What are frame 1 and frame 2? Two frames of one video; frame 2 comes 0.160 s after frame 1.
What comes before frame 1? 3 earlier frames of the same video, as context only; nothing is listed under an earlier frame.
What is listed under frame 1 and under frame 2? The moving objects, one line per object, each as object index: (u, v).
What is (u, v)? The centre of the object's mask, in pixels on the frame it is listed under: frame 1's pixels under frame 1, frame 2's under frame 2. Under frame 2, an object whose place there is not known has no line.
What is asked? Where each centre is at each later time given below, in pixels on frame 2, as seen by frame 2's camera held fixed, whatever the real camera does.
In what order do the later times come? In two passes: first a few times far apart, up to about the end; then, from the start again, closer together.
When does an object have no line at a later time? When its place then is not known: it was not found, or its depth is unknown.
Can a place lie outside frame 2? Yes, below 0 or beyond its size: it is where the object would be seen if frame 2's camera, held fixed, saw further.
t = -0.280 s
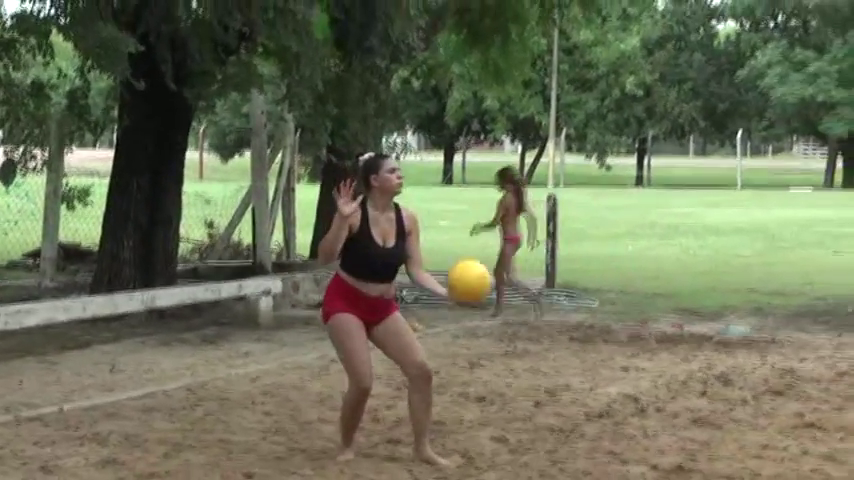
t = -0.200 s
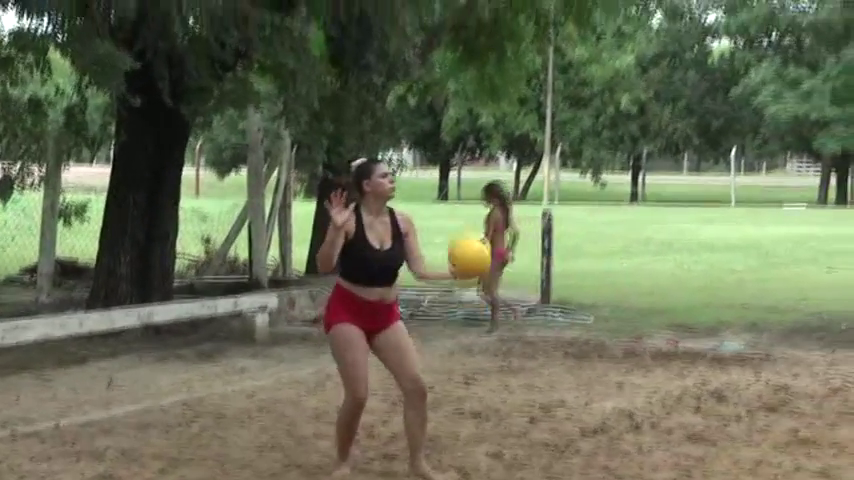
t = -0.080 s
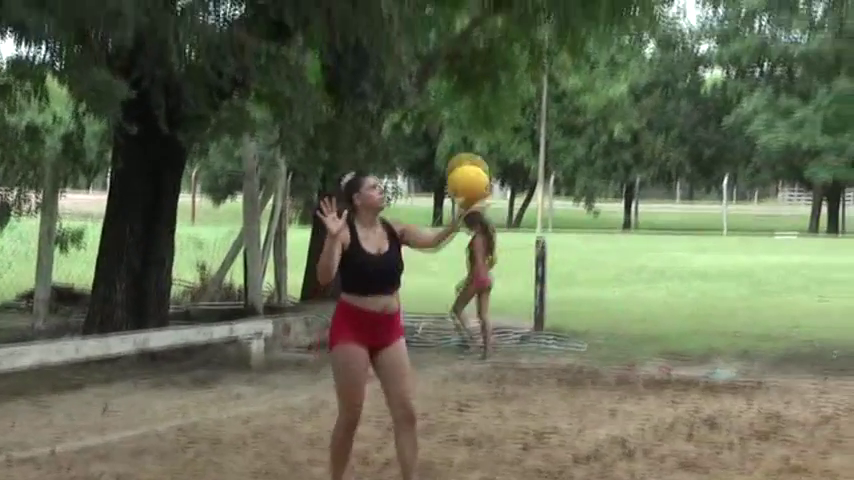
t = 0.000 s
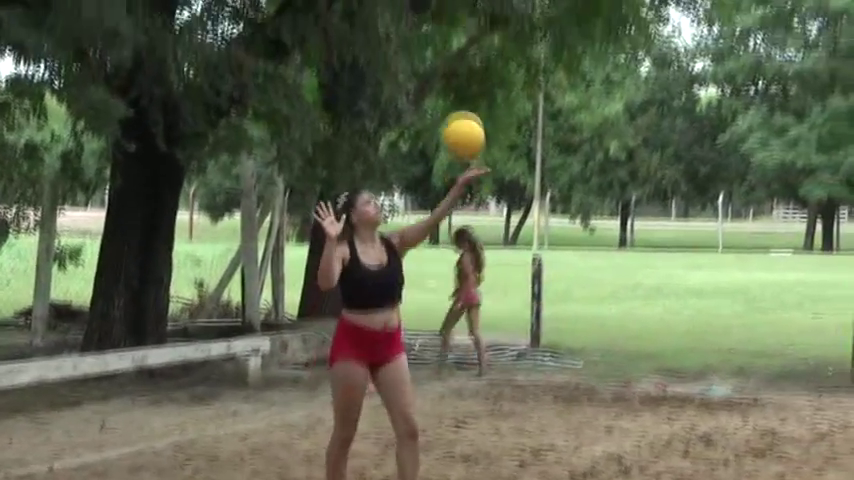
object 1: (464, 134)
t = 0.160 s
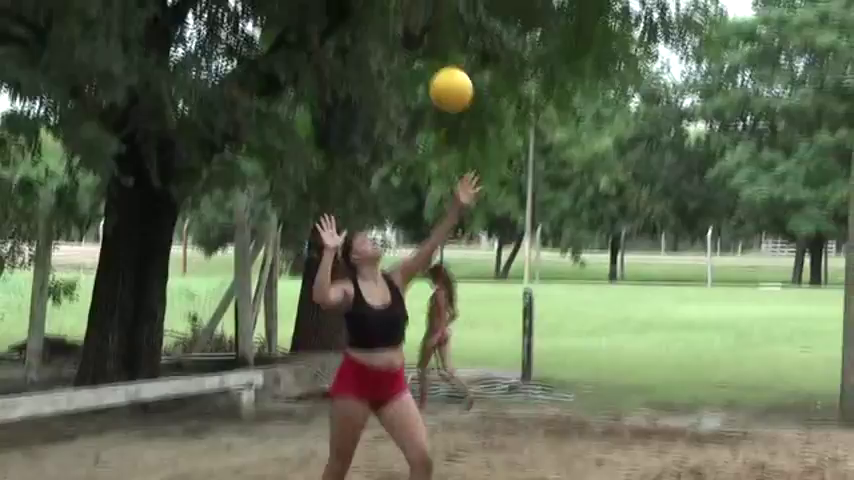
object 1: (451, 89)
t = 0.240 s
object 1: (450, 65)
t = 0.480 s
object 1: (442, 75)
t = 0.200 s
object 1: (451, 75)
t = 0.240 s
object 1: (450, 65)
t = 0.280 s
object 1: (450, 59)
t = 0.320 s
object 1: (449, 56)
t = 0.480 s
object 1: (442, 75)
